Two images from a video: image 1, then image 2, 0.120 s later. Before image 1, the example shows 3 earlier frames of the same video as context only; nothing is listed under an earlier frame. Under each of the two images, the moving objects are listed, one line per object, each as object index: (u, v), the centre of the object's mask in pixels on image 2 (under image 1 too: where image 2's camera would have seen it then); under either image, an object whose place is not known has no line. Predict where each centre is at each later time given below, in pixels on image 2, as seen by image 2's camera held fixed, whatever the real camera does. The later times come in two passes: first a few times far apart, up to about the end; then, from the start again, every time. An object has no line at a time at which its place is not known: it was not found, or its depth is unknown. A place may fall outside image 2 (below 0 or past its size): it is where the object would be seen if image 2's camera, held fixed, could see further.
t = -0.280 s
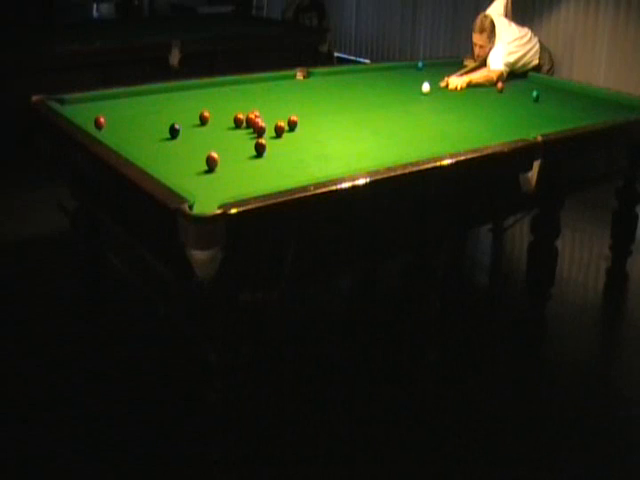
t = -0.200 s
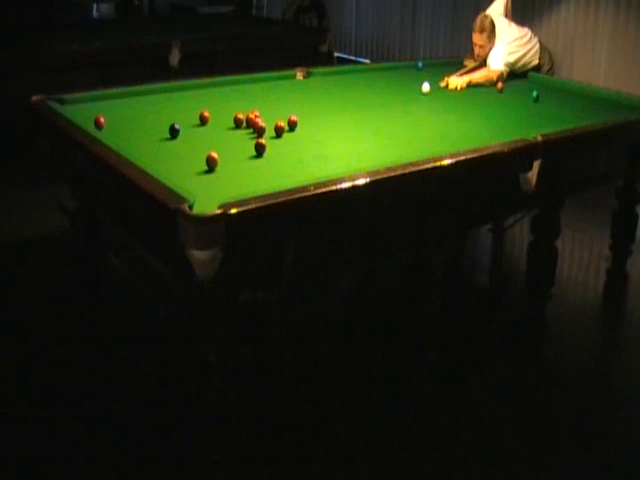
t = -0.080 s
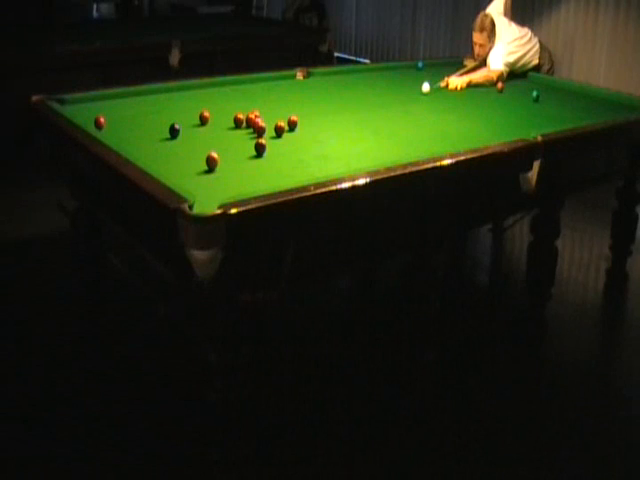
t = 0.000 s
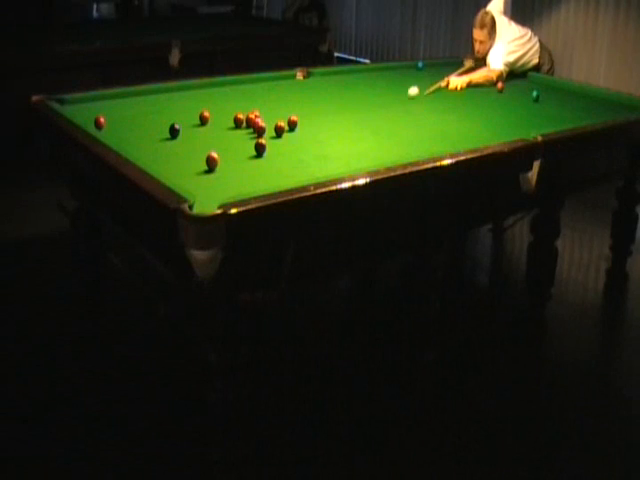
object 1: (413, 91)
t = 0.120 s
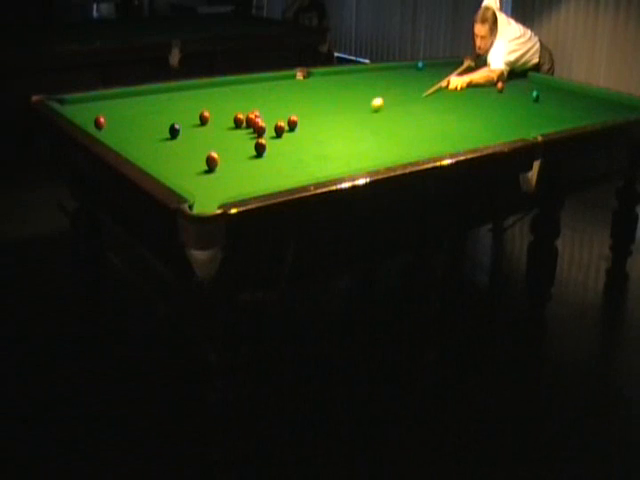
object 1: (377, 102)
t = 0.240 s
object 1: (337, 114)
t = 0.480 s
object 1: (252, 140)
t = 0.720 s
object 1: (202, 141)
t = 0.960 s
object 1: (154, 141)
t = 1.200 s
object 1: (119, 137)
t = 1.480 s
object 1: (137, 130)
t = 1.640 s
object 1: (146, 125)
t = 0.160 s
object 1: (364, 106)
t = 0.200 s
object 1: (351, 110)
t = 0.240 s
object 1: (337, 114)
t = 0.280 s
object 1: (323, 119)
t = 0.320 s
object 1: (309, 124)
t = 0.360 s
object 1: (294, 129)
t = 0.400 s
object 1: (279, 134)
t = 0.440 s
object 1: (265, 137)
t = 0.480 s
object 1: (252, 140)
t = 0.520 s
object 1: (243, 140)
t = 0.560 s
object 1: (235, 141)
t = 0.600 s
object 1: (227, 141)
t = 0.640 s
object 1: (219, 141)
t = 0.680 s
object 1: (210, 141)
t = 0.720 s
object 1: (202, 141)
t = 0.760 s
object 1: (195, 141)
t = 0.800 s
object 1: (186, 141)
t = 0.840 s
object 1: (178, 141)
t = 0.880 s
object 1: (170, 141)
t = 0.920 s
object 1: (162, 141)
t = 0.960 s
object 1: (154, 141)
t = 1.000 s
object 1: (147, 141)
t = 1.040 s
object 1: (139, 141)
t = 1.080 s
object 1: (132, 141)
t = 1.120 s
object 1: (125, 139)
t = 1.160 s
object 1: (118, 138)
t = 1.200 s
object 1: (119, 137)
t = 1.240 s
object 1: (121, 136)
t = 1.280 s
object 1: (124, 136)
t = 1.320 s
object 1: (127, 135)
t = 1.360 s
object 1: (129, 133)
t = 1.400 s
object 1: (132, 132)
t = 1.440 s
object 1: (134, 131)
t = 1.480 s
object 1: (137, 130)
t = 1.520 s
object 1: (139, 129)
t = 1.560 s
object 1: (142, 128)
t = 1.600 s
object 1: (144, 126)
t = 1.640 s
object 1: (146, 125)
